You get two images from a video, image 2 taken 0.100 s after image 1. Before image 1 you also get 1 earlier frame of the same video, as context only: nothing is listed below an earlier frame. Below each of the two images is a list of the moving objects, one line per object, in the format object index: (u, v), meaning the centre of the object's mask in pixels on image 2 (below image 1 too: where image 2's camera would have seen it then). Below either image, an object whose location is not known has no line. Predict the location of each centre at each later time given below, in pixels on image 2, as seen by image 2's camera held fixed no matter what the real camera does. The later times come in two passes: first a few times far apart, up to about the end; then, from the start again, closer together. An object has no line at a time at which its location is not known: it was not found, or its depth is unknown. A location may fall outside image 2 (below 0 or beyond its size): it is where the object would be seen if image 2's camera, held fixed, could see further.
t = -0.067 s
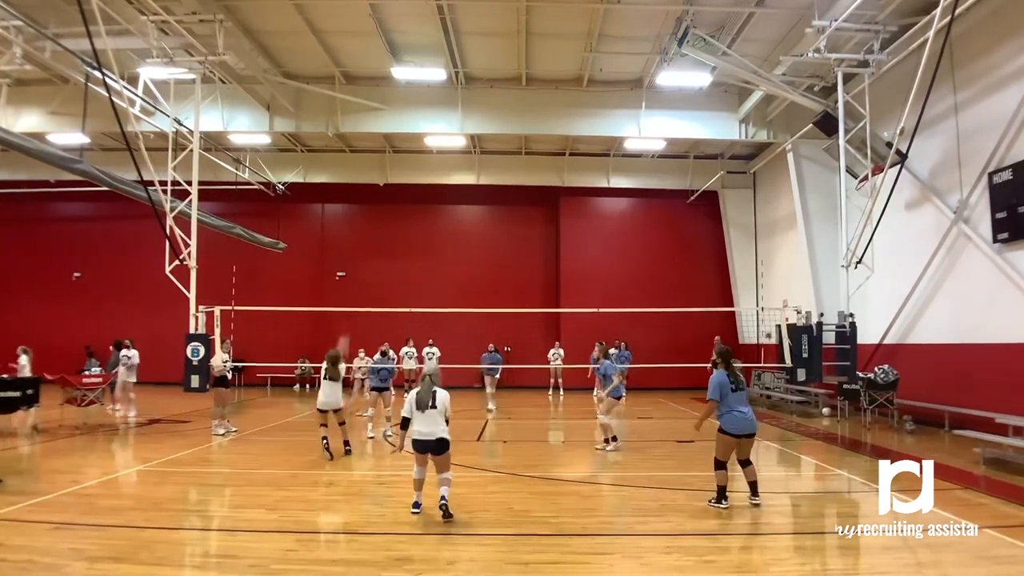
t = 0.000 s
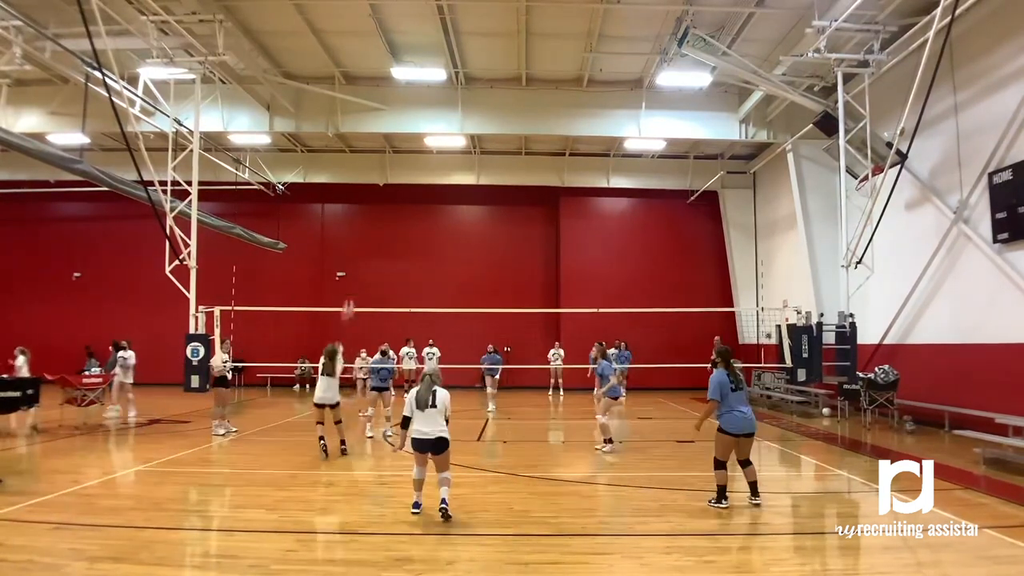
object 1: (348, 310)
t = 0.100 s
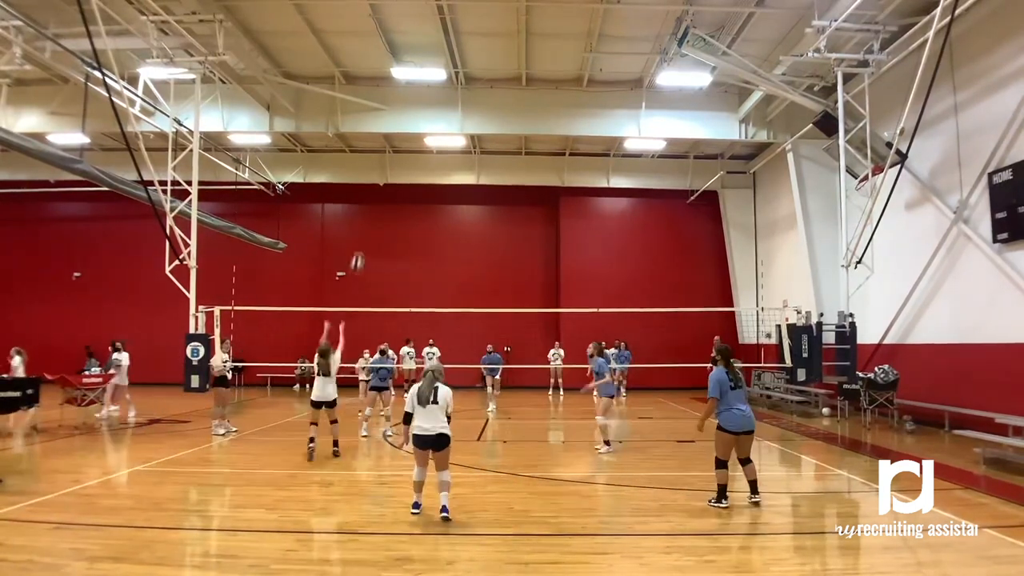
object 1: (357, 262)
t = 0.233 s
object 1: (369, 207)
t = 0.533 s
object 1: (392, 130)
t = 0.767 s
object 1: (411, 106)
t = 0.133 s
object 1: (360, 248)
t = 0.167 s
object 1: (363, 234)
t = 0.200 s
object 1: (366, 219)
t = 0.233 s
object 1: (369, 207)
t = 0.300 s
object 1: (374, 187)
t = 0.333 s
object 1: (379, 175)
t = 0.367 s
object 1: (379, 164)
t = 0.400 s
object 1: (382, 156)
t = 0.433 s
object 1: (384, 146)
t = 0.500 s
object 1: (388, 135)
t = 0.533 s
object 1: (392, 130)
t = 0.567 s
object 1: (395, 124)
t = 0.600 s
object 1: (398, 119)
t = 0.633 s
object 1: (400, 116)
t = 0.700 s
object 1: (404, 110)
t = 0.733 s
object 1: (408, 108)
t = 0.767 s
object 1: (411, 106)
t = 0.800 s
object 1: (413, 106)
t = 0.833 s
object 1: (415, 106)
